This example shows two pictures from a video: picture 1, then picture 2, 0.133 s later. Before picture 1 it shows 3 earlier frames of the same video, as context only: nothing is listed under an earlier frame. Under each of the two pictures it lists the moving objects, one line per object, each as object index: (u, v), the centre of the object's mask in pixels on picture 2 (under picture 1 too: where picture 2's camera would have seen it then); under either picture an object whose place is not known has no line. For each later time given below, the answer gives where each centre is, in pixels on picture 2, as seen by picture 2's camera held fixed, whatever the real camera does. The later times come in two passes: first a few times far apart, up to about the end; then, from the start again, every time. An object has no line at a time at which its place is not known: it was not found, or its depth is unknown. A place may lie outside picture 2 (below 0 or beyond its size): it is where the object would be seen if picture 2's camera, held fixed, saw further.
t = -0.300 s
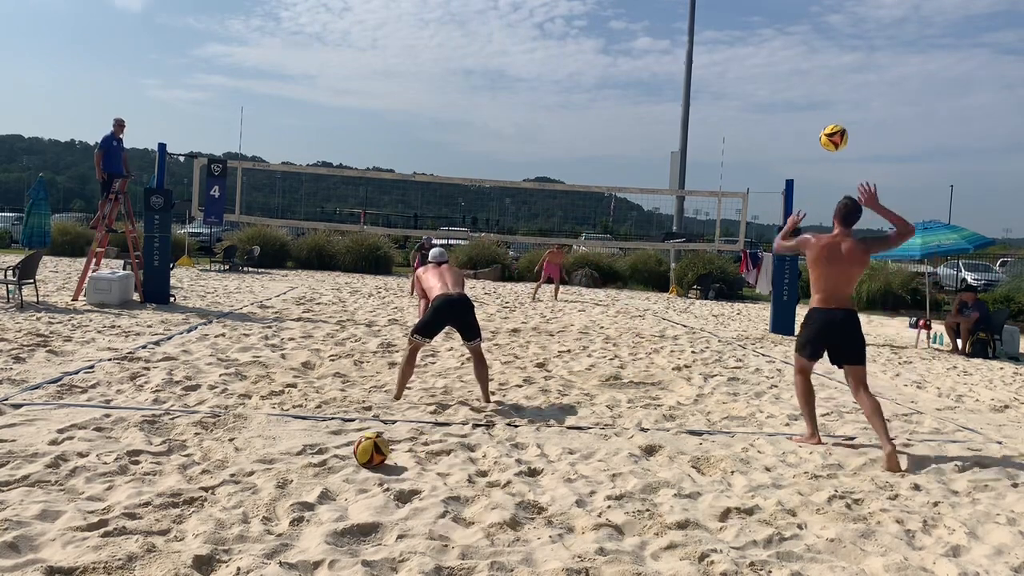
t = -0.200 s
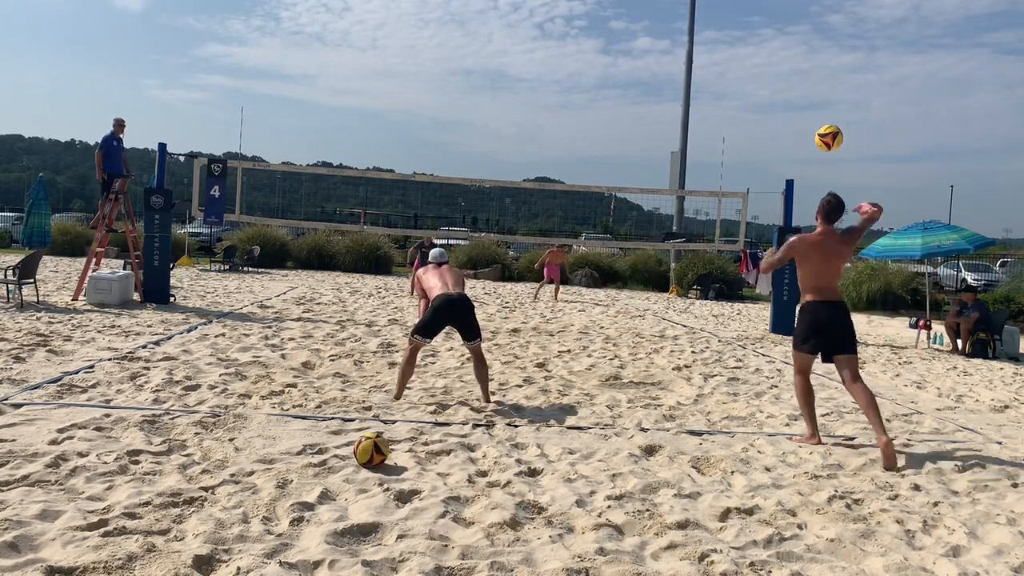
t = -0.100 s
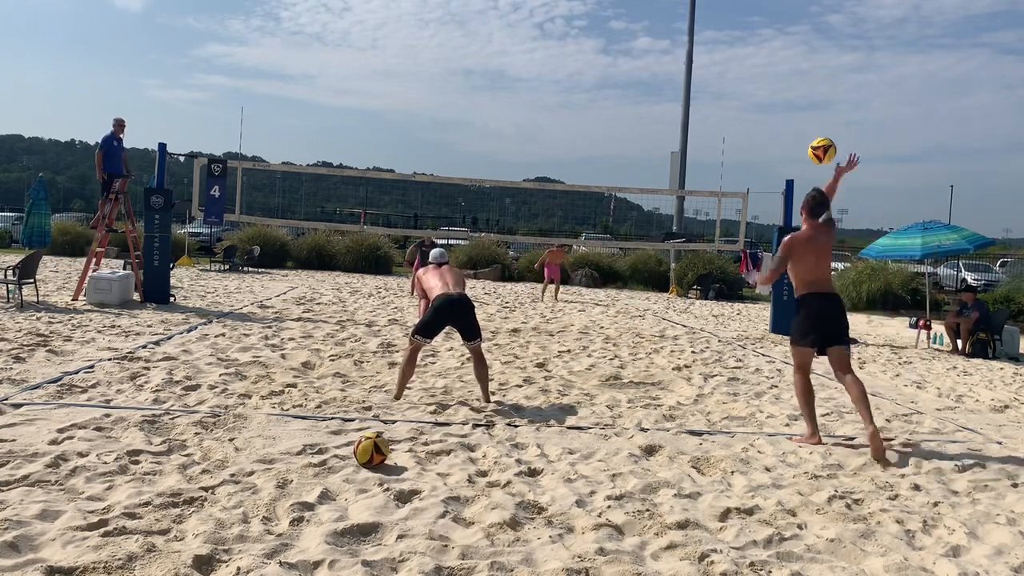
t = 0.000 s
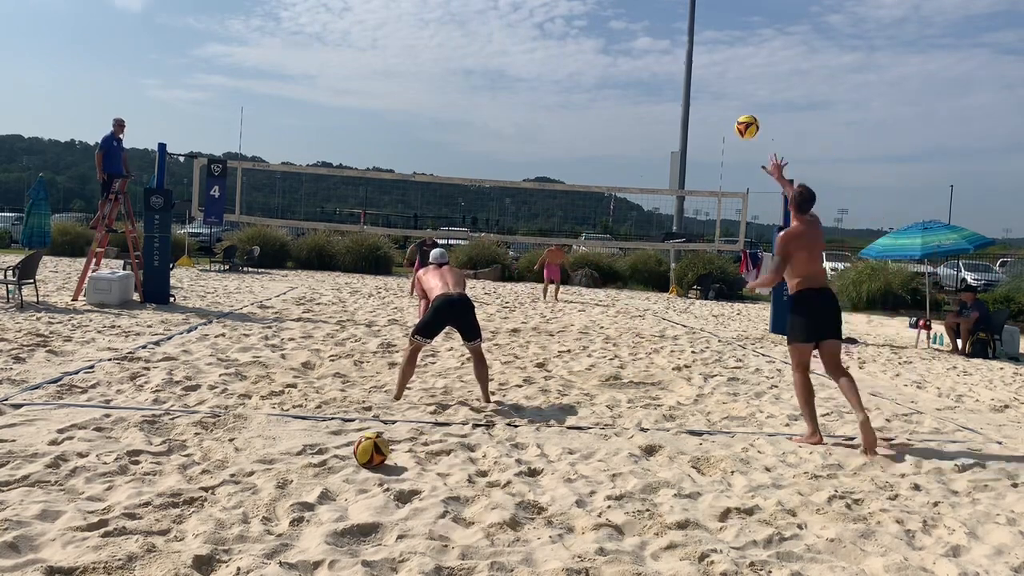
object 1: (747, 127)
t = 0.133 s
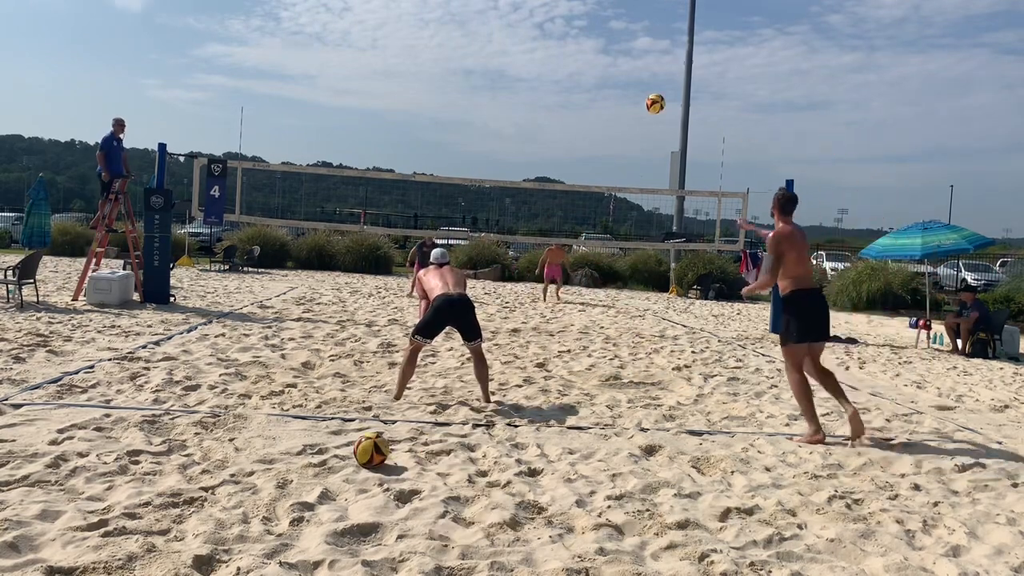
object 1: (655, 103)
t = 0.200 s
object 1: (619, 100)
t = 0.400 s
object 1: (535, 109)
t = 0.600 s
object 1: (478, 134)
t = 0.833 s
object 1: (431, 172)
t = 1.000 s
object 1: (407, 210)
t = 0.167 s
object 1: (636, 101)
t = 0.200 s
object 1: (619, 100)
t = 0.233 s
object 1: (602, 100)
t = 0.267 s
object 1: (587, 101)
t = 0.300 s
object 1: (573, 102)
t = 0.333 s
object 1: (559, 103)
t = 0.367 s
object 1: (547, 106)
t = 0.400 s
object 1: (535, 109)
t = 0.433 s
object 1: (524, 112)
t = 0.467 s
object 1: (513, 116)
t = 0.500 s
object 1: (503, 120)
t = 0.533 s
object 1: (494, 124)
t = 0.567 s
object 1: (486, 128)
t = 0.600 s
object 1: (478, 134)
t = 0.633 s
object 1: (470, 139)
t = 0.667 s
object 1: (462, 145)
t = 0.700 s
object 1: (455, 150)
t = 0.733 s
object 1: (449, 156)
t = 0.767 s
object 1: (442, 162)
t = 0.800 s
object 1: (437, 168)
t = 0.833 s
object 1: (431, 172)
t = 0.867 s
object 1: (426, 184)
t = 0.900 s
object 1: (421, 189)
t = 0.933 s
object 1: (417, 196)
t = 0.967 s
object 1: (412, 203)
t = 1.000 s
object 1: (407, 210)
